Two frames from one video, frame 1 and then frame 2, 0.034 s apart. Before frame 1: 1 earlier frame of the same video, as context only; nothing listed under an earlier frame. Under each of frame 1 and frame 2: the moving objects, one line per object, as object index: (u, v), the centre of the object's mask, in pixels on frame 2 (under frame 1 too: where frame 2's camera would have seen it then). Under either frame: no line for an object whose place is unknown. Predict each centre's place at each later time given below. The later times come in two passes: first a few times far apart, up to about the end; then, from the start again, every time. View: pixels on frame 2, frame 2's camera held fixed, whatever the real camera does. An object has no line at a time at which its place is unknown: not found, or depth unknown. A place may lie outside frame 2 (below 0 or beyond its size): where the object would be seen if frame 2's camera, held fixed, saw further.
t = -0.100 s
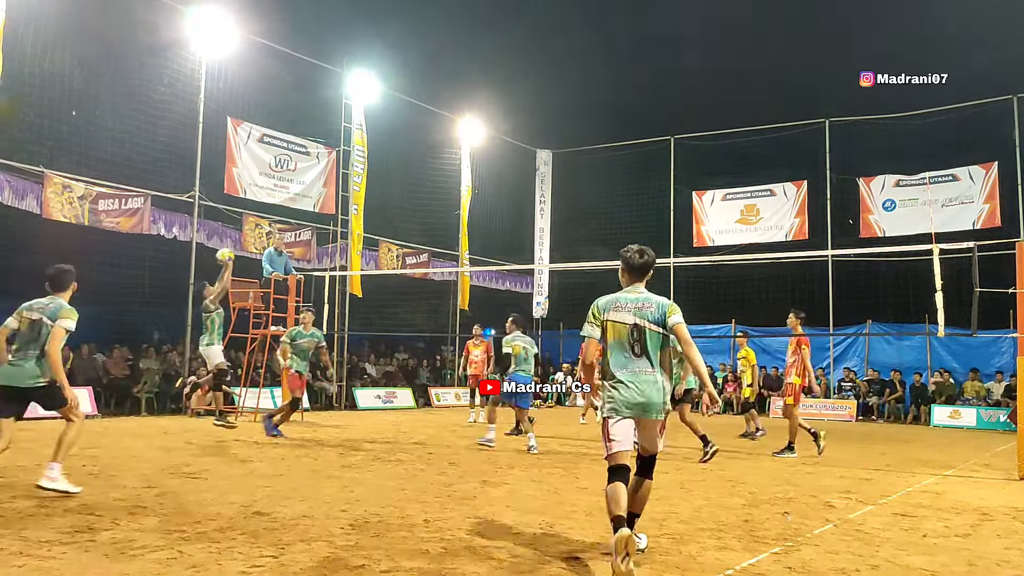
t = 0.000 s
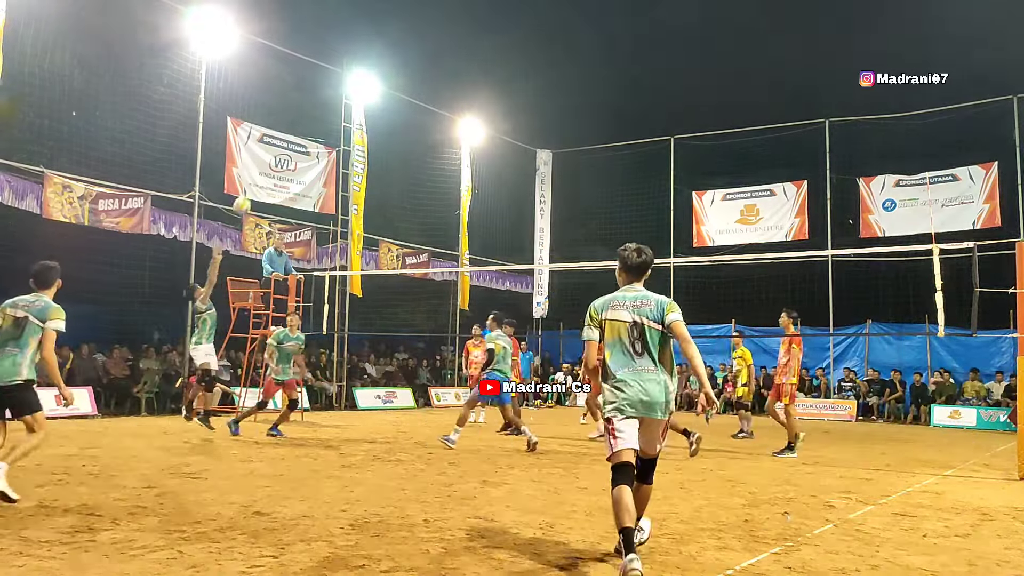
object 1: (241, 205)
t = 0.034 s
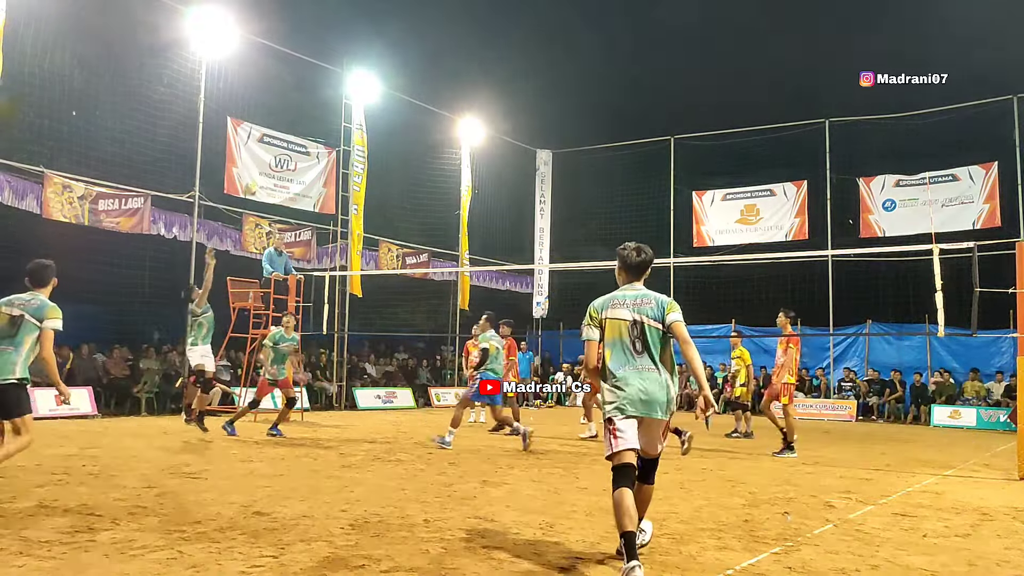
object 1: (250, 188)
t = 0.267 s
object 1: (307, 85)
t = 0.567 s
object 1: (376, 17)
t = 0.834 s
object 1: (432, 14)
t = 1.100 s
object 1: (484, 62)
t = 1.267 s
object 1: (515, 118)
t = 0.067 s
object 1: (260, 170)
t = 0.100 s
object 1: (265, 154)
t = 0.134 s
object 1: (275, 137)
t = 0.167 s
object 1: (283, 122)
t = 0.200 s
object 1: (291, 109)
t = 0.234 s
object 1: (299, 96)
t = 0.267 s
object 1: (307, 85)
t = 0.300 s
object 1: (315, 75)
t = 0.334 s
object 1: (324, 63)
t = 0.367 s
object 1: (331, 55)
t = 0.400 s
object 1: (339, 46)
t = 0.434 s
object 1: (347, 39)
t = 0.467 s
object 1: (354, 33)
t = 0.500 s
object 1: (361, 27)
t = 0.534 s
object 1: (369, 21)
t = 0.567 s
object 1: (376, 17)
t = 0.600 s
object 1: (383, 14)
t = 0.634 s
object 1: (390, 12)
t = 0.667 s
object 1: (398, 10)
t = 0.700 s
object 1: (405, 9)
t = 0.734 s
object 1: (412, 9)
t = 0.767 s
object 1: (418, 10)
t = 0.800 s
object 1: (426, 11)
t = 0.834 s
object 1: (432, 14)
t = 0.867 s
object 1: (439, 17)
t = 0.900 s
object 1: (446, 21)
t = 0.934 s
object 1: (452, 26)
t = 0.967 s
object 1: (459, 32)
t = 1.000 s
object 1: (465, 38)
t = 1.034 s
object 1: (472, 45)
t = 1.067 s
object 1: (478, 53)
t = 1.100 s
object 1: (484, 62)
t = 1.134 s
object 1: (490, 72)
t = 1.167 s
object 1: (497, 82)
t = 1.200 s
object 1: (502, 93)
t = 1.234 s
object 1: (509, 105)
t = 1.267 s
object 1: (515, 118)
